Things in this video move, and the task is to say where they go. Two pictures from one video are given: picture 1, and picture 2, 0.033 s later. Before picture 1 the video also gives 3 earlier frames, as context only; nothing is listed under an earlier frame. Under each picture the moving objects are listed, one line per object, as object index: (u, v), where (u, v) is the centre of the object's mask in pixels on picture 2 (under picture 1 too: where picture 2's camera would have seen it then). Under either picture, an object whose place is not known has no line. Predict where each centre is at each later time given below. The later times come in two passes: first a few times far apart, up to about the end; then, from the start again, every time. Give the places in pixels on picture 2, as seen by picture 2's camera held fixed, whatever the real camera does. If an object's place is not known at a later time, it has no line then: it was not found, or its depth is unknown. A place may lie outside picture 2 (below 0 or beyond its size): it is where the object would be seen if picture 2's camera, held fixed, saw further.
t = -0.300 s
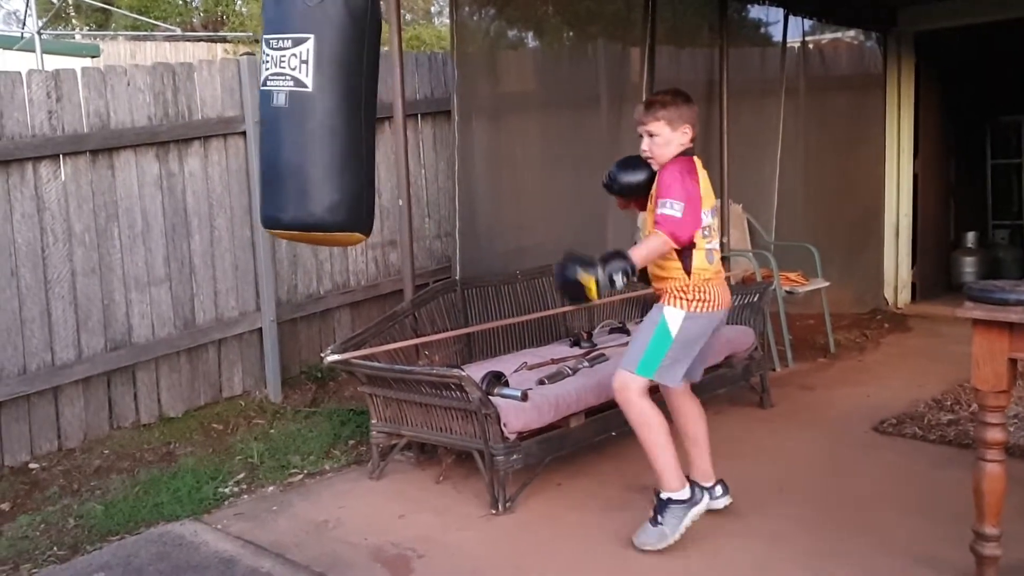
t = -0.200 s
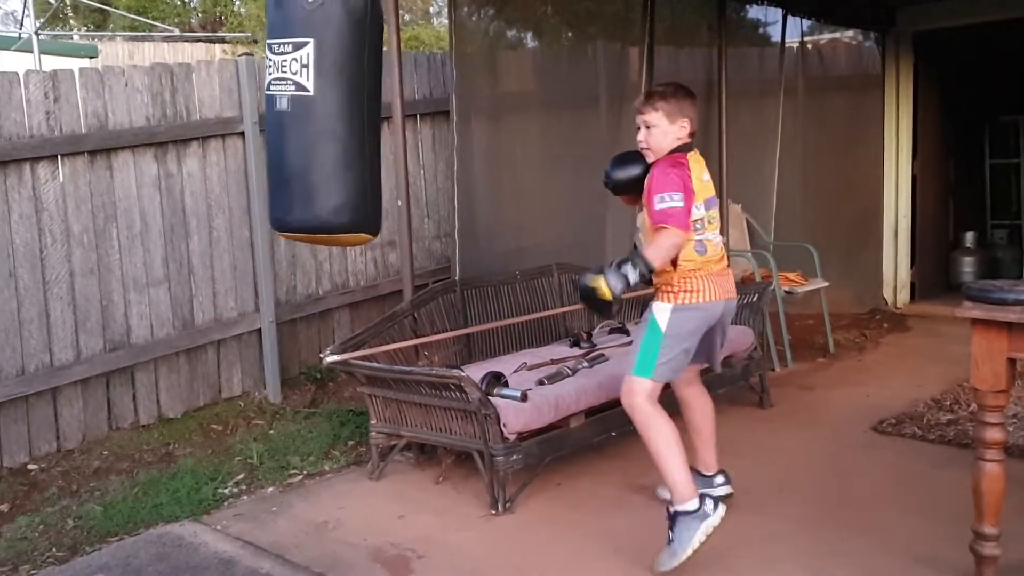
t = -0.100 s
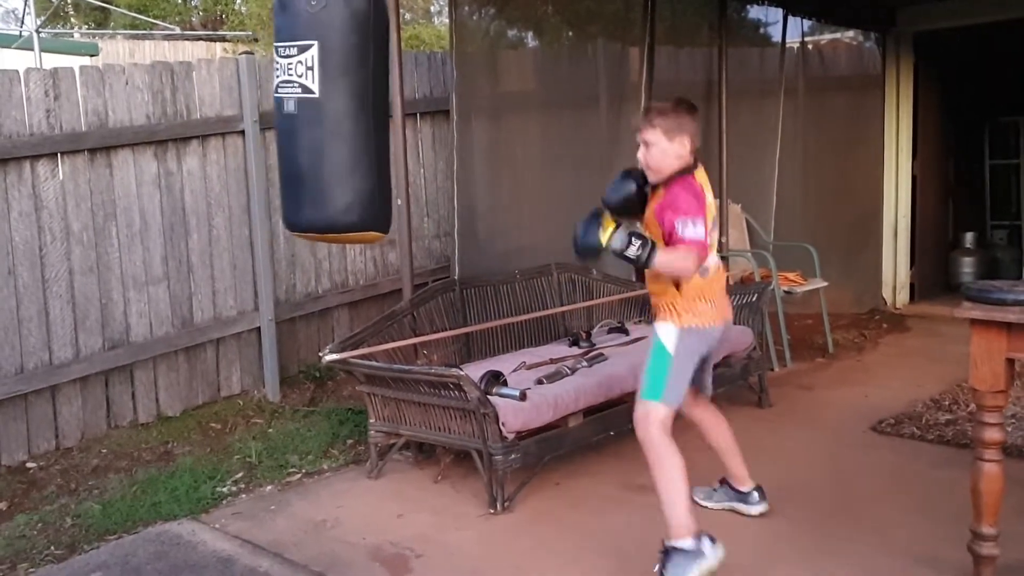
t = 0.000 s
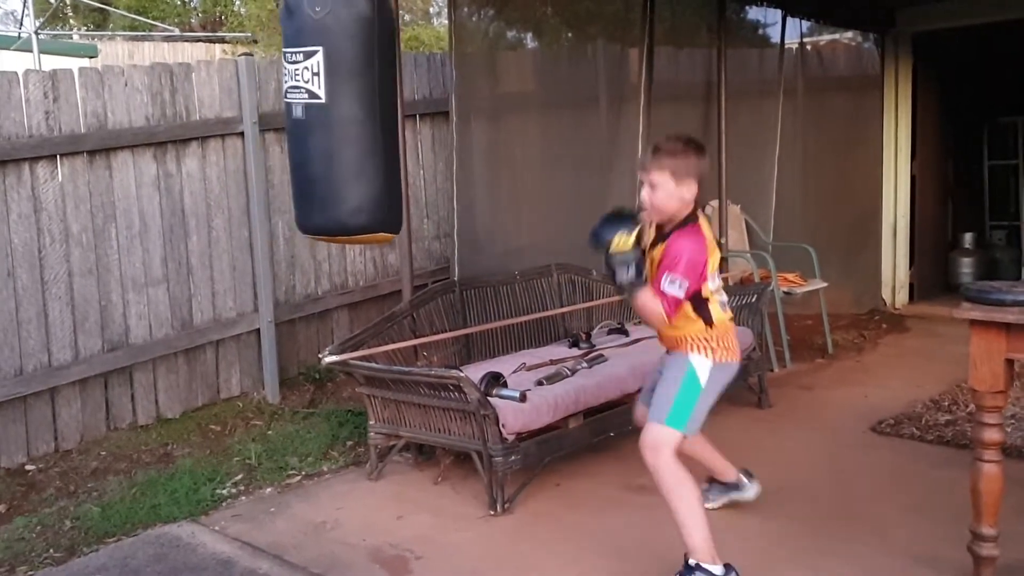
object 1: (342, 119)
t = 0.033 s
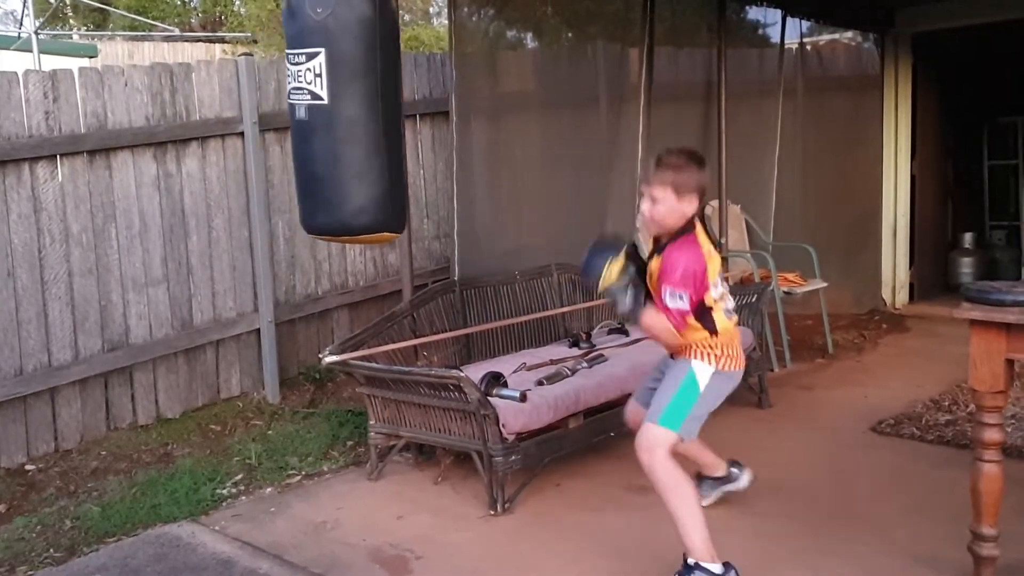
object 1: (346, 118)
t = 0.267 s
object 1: (366, 117)
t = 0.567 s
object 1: (375, 116)
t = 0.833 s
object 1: (361, 118)
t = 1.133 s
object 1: (332, 119)
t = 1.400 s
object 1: (315, 119)
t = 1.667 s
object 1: (321, 118)
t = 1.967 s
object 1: (347, 117)
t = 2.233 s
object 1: (368, 114)
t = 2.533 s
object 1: (371, 115)
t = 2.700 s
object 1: (362, 117)
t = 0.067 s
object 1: (349, 118)
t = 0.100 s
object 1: (353, 118)
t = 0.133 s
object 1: (356, 118)
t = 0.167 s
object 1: (359, 118)
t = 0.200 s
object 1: (361, 118)
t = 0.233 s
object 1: (364, 117)
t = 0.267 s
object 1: (366, 117)
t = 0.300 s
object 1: (368, 117)
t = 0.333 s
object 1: (370, 116)
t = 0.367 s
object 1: (372, 116)
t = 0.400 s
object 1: (373, 116)
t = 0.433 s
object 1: (374, 115)
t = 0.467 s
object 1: (374, 115)
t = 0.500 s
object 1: (375, 115)
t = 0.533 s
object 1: (375, 115)
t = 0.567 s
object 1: (375, 116)
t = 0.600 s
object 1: (374, 116)
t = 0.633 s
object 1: (373, 117)
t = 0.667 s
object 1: (372, 116)
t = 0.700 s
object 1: (370, 117)
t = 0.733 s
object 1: (368, 117)
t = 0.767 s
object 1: (366, 117)
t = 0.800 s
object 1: (364, 118)
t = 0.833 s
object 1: (361, 118)
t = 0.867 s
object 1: (358, 119)
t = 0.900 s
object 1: (355, 119)
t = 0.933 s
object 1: (352, 119)
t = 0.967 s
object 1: (349, 119)
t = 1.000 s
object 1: (346, 119)
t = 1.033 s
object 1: (342, 119)
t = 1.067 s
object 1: (339, 120)
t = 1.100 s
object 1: (335, 120)
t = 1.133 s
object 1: (332, 119)
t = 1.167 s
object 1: (329, 119)
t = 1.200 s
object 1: (326, 119)
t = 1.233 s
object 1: (324, 119)
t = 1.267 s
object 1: (321, 119)
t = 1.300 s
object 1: (319, 119)
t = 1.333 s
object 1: (318, 119)
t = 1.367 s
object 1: (316, 119)
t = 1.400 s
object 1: (315, 119)
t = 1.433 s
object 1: (315, 119)
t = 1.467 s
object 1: (315, 119)
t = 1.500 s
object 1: (315, 119)
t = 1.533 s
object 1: (315, 119)
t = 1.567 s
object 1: (316, 119)
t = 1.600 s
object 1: (317, 119)
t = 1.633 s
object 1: (319, 118)
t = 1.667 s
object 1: (321, 118)
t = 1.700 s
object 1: (323, 119)
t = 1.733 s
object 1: (326, 118)
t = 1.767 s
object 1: (328, 118)
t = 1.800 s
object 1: (331, 118)
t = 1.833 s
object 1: (334, 118)
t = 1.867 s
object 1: (338, 118)
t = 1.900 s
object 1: (341, 117)
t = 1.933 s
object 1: (344, 117)
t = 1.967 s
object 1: (347, 117)
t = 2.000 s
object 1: (350, 117)
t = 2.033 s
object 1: (354, 116)
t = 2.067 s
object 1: (356, 116)
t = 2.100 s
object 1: (359, 115)
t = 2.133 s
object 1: (362, 115)
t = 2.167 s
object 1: (364, 115)
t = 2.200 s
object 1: (367, 114)
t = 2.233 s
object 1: (368, 114)
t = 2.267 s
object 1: (370, 114)
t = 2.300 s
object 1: (371, 114)
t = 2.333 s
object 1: (372, 114)
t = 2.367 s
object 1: (373, 114)
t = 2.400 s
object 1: (373, 114)
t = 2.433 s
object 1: (373, 114)
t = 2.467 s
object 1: (373, 114)
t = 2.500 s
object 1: (373, 115)
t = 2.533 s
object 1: (371, 115)
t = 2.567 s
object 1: (370, 116)
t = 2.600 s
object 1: (368, 116)
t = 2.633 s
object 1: (366, 116)
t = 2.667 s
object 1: (364, 117)
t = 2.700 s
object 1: (362, 117)
